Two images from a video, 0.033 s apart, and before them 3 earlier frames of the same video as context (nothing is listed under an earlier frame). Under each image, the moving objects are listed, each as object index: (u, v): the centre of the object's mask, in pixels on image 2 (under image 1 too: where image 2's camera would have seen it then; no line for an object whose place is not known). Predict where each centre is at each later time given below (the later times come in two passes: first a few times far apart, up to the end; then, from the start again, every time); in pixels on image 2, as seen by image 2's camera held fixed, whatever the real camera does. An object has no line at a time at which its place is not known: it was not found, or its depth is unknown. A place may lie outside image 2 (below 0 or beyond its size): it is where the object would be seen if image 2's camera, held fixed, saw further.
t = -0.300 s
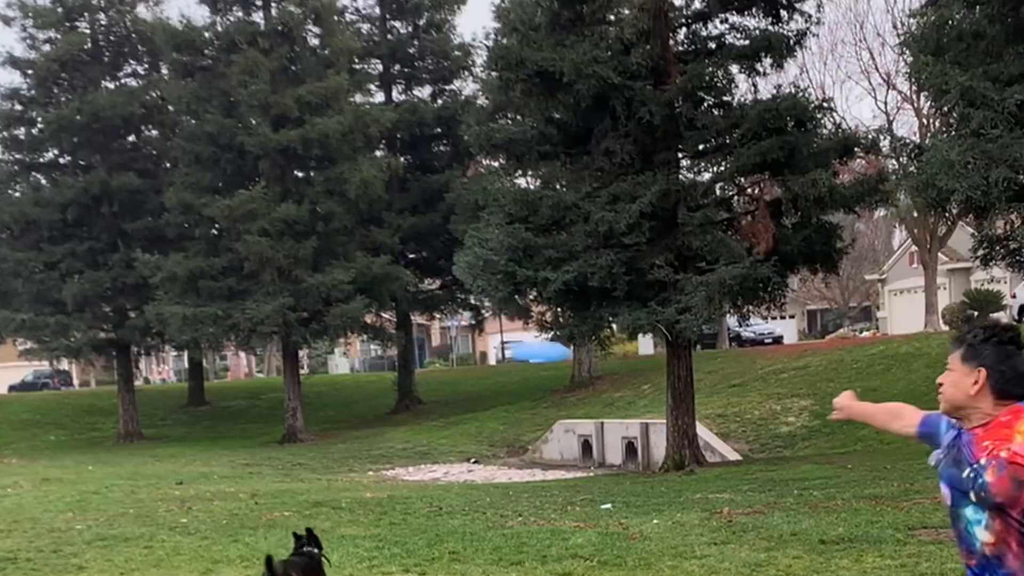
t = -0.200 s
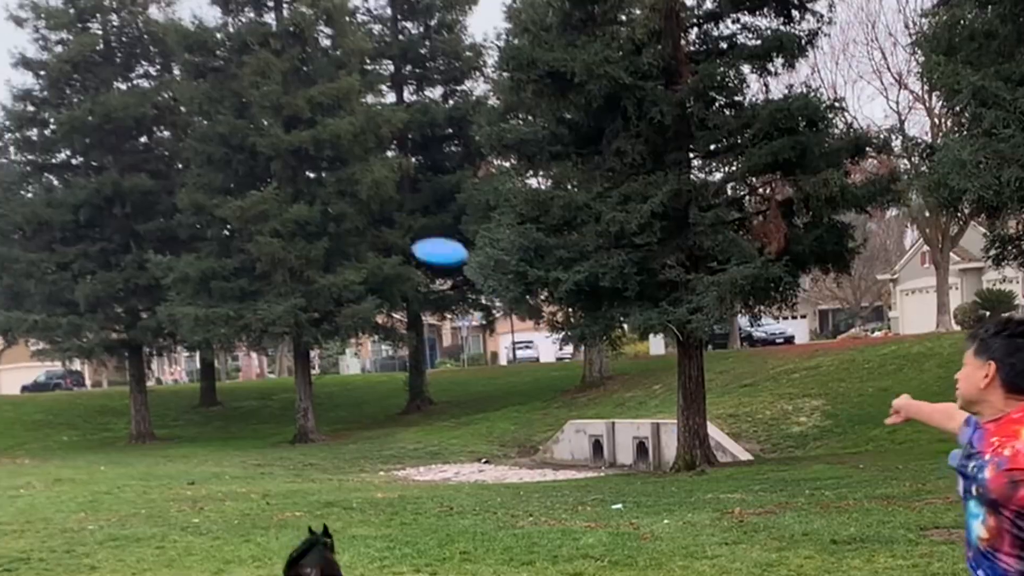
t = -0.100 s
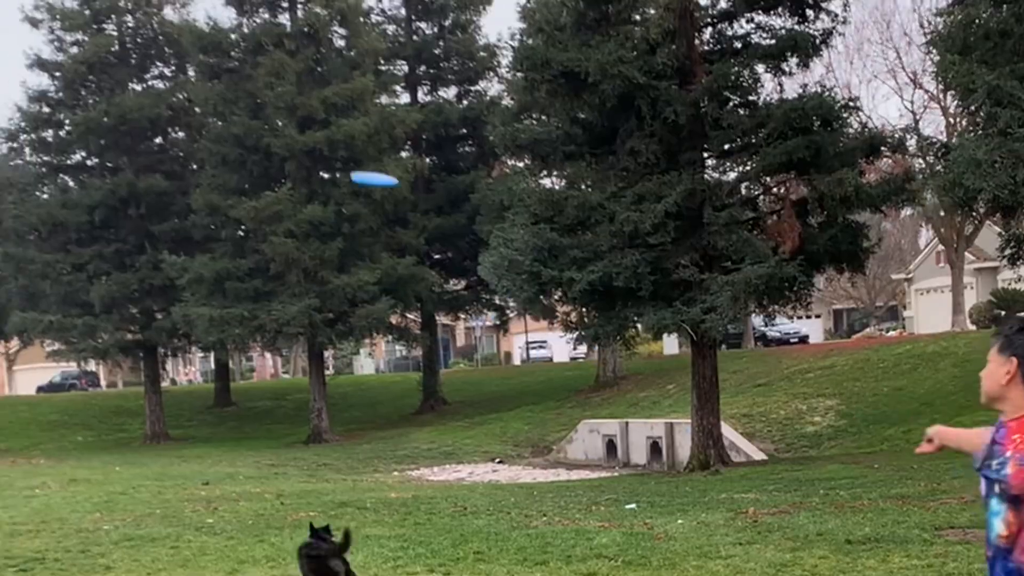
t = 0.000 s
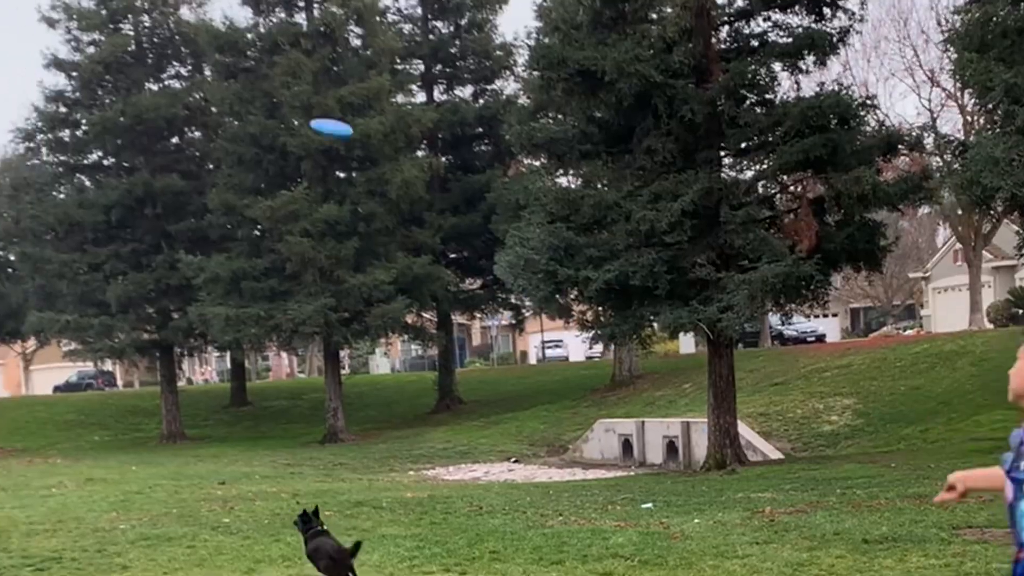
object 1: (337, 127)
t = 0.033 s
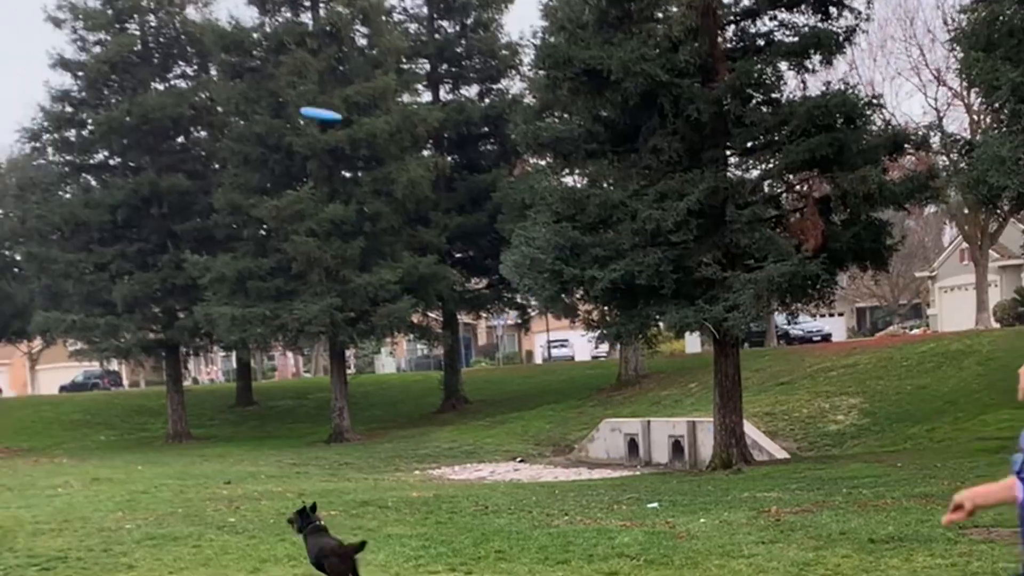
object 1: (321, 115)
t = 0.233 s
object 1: (250, 64)
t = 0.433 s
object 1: (212, 44)
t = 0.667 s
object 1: (189, 52)
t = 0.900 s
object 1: (184, 84)
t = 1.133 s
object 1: (194, 118)
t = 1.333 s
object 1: (208, 147)
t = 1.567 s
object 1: (227, 183)
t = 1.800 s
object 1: (247, 224)
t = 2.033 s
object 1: (264, 270)
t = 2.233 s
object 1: (276, 314)
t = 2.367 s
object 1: (282, 347)
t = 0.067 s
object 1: (306, 103)
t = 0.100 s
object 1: (293, 94)
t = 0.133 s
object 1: (281, 85)
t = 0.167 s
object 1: (269, 76)
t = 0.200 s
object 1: (260, 70)
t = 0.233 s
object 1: (250, 64)
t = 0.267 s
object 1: (242, 58)
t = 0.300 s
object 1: (235, 53)
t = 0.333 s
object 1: (228, 50)
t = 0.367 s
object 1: (223, 47)
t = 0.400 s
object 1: (217, 45)
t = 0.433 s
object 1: (212, 44)
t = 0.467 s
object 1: (207, 43)
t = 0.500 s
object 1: (203, 43)
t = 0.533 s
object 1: (199, 44)
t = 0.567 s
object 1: (197, 45)
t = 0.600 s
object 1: (194, 47)
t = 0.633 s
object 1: (192, 49)
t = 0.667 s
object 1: (189, 52)
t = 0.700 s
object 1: (187, 56)
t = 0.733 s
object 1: (186, 61)
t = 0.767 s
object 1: (185, 65)
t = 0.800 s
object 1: (184, 71)
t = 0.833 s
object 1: (184, 74)
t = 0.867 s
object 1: (184, 80)
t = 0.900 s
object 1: (184, 84)
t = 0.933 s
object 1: (185, 88)
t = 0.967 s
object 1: (187, 94)
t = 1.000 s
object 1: (187, 99)
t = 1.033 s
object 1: (189, 104)
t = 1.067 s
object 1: (191, 108)
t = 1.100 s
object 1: (192, 113)
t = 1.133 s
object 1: (194, 118)
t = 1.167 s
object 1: (196, 122)
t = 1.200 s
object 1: (198, 127)
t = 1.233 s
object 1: (200, 132)
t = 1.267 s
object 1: (203, 137)
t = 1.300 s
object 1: (206, 142)
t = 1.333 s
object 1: (208, 147)
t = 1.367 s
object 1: (211, 152)
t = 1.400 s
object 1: (213, 156)
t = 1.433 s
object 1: (217, 162)
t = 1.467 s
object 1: (219, 167)
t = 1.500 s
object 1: (222, 172)
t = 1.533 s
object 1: (225, 178)
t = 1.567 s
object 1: (227, 183)
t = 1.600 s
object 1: (230, 189)
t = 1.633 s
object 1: (233, 194)
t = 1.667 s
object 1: (236, 200)
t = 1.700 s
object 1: (239, 206)
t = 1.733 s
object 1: (241, 212)
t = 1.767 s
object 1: (244, 218)
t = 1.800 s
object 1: (247, 224)
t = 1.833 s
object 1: (250, 230)
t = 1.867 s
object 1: (253, 236)
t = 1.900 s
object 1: (255, 243)
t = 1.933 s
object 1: (257, 250)
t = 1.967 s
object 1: (260, 256)
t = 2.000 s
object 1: (262, 263)
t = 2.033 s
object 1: (264, 270)
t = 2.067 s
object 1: (267, 277)
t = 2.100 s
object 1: (268, 284)
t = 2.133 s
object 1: (271, 291)
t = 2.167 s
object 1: (272, 298)
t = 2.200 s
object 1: (274, 306)
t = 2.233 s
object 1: (276, 314)
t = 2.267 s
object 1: (278, 322)
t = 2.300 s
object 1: (279, 330)
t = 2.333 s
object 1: (281, 339)
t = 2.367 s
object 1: (282, 347)
